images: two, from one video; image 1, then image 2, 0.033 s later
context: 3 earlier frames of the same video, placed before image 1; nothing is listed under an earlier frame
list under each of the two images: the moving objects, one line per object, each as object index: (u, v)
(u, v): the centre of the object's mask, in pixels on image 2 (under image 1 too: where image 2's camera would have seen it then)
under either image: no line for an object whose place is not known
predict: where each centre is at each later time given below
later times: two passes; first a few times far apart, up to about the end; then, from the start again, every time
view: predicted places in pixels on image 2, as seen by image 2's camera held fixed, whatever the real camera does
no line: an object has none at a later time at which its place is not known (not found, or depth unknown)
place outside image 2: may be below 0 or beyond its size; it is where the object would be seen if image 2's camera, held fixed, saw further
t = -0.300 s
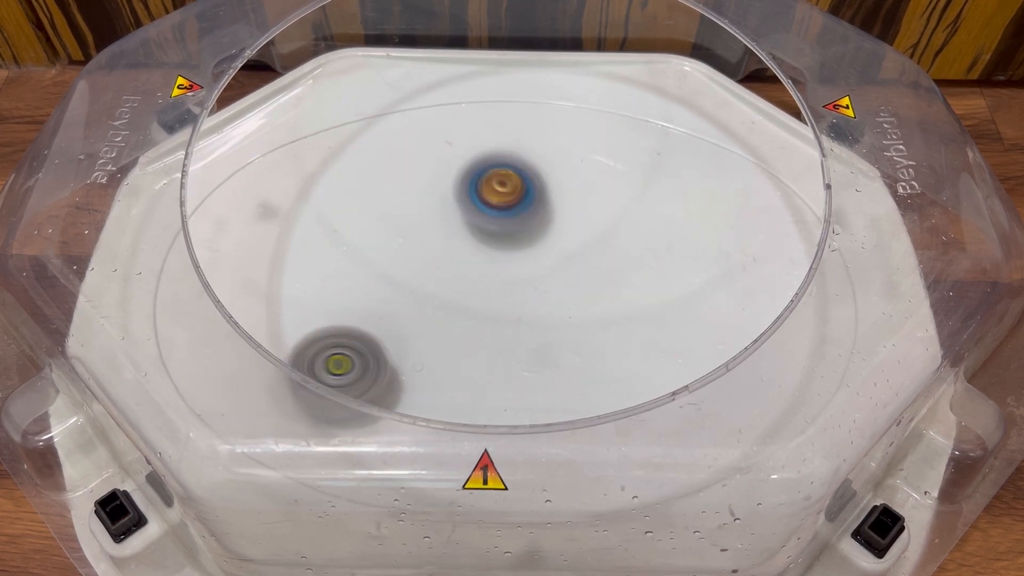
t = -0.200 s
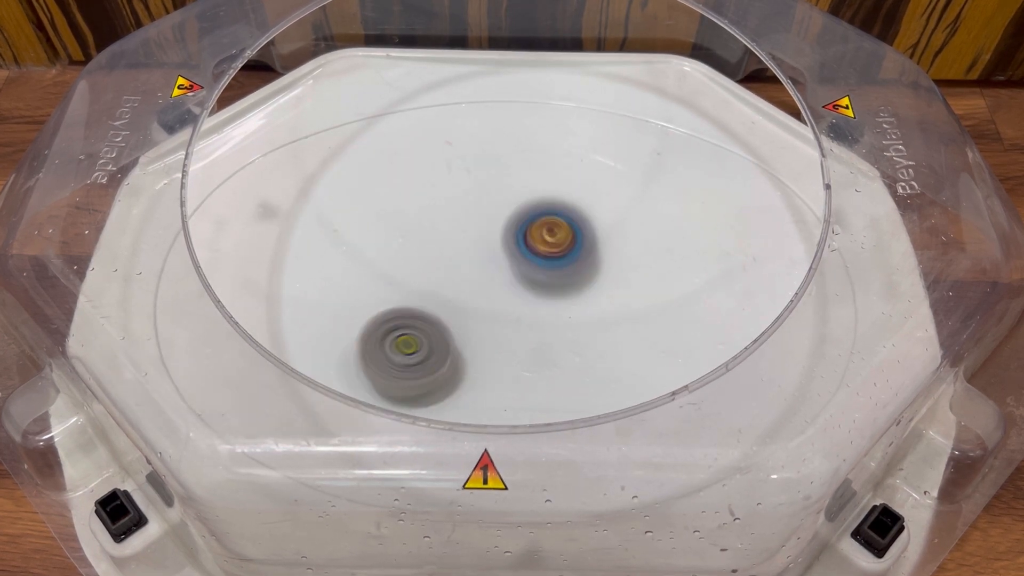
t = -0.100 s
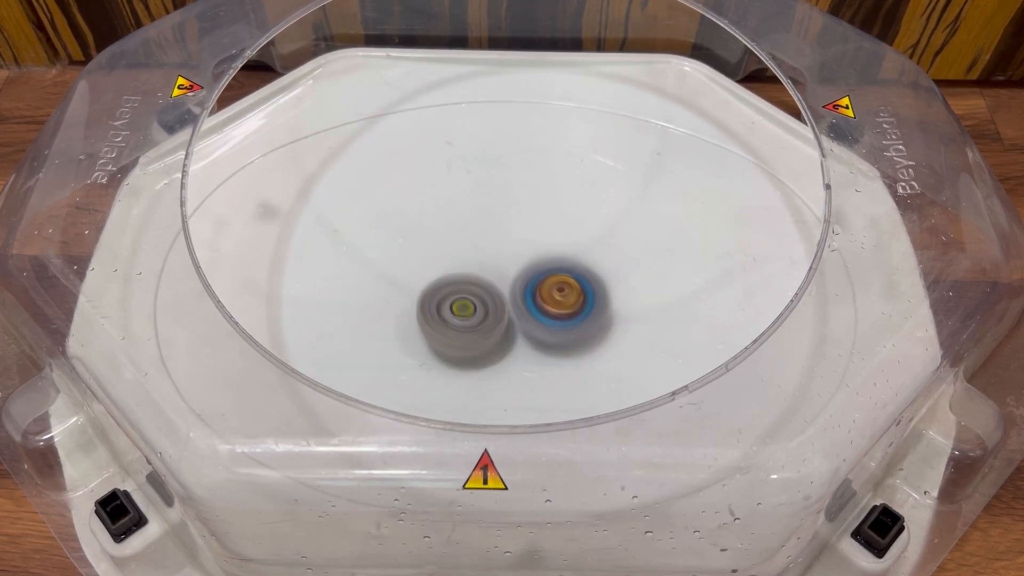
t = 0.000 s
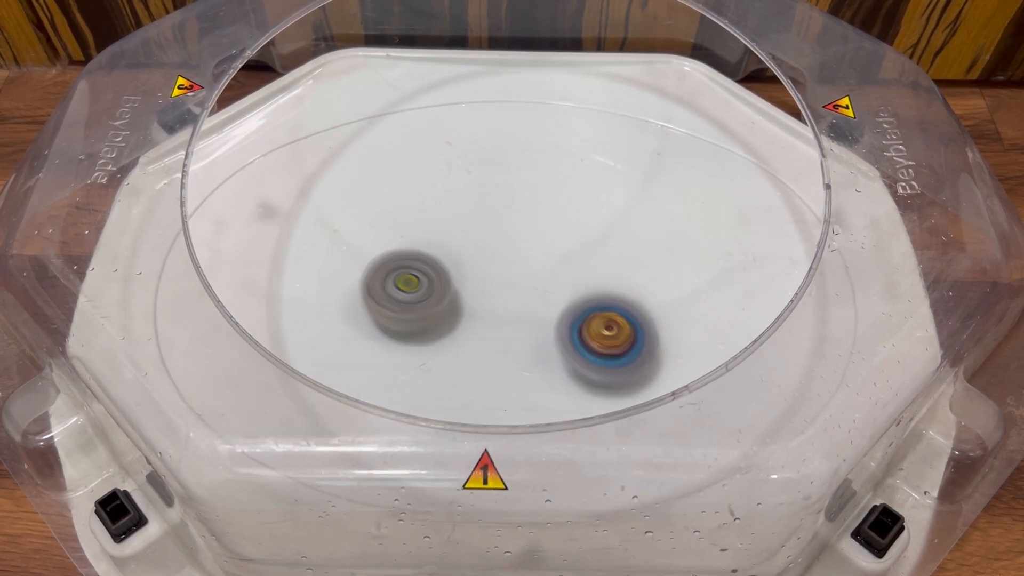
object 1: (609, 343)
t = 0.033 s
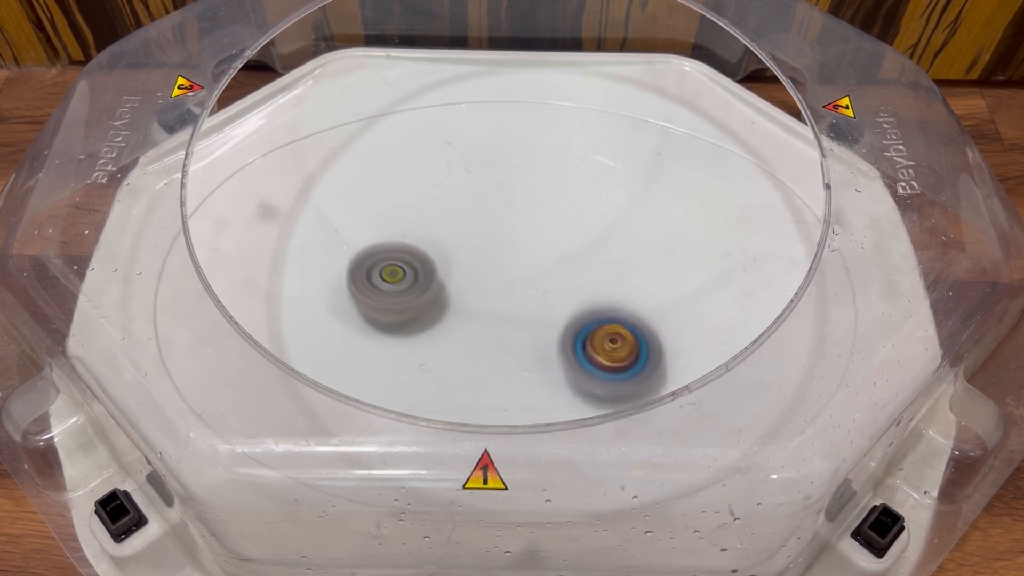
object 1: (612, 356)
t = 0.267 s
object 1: (493, 422)
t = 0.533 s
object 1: (315, 359)
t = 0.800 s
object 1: (432, 265)
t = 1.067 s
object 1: (634, 272)
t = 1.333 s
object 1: (783, 356)
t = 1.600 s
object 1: (689, 447)
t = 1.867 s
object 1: (522, 352)
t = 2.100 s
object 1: (560, 239)
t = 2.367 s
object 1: (722, 206)
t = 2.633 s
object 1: (829, 259)
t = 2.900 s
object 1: (753, 367)
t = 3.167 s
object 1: (649, 456)
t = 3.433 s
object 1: (454, 390)
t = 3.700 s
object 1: (398, 424)
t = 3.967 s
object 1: (383, 318)
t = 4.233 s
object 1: (507, 243)
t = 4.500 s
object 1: (655, 241)
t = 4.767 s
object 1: (789, 282)
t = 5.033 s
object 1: (738, 362)
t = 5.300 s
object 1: (582, 346)
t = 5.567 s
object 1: (494, 261)
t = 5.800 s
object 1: (525, 192)
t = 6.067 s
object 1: (631, 183)
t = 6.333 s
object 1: (611, 269)
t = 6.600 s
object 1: (503, 189)
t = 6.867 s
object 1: (507, 157)
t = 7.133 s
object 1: (482, 225)
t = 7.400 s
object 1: (373, 265)
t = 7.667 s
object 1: (262, 279)
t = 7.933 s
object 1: (169, 253)
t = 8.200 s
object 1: (226, 242)
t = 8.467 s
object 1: (252, 280)
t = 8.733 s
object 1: (297, 330)
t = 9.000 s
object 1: (367, 356)
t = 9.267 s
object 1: (474, 368)
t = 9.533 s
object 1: (577, 366)
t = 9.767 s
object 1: (629, 352)
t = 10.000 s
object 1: (656, 335)
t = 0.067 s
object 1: (610, 367)
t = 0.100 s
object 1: (601, 379)
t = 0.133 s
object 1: (587, 392)
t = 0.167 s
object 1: (568, 402)
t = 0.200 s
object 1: (545, 412)
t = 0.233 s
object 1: (521, 419)
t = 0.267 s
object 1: (493, 422)
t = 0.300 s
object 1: (463, 423)
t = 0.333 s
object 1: (435, 424)
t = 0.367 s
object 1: (408, 422)
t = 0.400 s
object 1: (381, 416)
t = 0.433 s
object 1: (358, 407)
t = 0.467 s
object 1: (339, 391)
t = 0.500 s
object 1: (324, 376)
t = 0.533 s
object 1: (315, 359)
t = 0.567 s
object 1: (309, 339)
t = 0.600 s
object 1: (303, 320)
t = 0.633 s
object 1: (313, 305)
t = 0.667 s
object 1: (335, 294)
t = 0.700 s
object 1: (357, 284)
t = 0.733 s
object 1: (381, 275)
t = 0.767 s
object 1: (407, 270)
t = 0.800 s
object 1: (432, 265)
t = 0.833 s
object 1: (458, 259)
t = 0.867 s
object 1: (483, 254)
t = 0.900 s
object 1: (510, 251)
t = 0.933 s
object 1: (536, 252)
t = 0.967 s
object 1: (562, 256)
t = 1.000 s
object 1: (587, 260)
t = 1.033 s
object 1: (611, 265)
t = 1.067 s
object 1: (634, 272)
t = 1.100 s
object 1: (658, 278)
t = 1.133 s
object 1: (682, 284)
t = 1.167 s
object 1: (705, 292)
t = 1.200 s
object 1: (725, 299)
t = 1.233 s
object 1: (744, 311)
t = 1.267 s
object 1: (759, 325)
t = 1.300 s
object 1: (772, 340)
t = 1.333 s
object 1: (783, 356)
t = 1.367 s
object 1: (786, 371)
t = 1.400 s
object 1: (786, 387)
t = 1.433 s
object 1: (781, 403)
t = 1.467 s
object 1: (769, 416)
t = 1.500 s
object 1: (756, 429)
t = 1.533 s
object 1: (737, 438)
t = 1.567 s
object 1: (714, 446)
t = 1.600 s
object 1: (689, 447)
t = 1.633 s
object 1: (663, 444)
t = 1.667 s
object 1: (635, 438)
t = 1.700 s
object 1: (610, 427)
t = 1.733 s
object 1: (587, 416)
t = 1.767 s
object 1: (567, 400)
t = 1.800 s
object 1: (548, 385)
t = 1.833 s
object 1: (534, 369)
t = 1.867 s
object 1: (522, 352)
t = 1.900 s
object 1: (514, 334)
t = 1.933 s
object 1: (511, 315)
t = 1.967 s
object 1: (512, 297)
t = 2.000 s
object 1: (517, 280)
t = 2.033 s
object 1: (526, 264)
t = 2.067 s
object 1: (539, 250)
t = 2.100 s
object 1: (560, 239)
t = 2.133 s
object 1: (582, 231)
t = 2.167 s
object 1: (601, 224)
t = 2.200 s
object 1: (621, 218)
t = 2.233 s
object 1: (641, 214)
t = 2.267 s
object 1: (661, 211)
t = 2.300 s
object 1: (682, 210)
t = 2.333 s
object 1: (702, 209)
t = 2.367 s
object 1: (722, 206)
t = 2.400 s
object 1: (743, 206)
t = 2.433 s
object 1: (763, 205)
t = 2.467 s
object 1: (782, 205)
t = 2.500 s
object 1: (800, 207)
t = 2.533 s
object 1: (820, 212)
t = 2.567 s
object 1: (832, 228)
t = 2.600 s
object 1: (831, 243)
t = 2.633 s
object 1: (829, 259)
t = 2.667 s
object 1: (831, 274)
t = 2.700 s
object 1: (825, 290)
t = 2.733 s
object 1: (816, 305)
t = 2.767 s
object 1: (801, 319)
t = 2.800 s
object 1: (781, 330)
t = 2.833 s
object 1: (757, 335)
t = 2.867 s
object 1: (744, 343)
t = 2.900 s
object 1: (753, 367)
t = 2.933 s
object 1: (759, 387)
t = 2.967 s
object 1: (757, 403)
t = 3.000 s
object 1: (750, 417)
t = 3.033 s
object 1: (736, 427)
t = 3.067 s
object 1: (718, 439)
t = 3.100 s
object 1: (697, 447)
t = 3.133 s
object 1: (675, 453)
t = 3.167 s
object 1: (649, 456)
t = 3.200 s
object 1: (622, 456)
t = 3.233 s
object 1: (595, 453)
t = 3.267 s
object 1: (568, 448)
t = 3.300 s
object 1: (544, 440)
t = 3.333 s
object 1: (522, 430)
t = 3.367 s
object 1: (497, 419)
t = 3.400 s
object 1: (471, 407)
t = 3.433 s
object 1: (454, 390)
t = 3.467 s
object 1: (437, 377)
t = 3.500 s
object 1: (432, 378)
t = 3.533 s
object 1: (430, 397)
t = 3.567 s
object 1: (430, 418)
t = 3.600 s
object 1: (428, 424)
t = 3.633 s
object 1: (422, 427)
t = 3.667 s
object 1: (412, 428)
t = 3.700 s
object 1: (398, 424)
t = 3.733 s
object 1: (386, 418)
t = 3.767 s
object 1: (371, 405)
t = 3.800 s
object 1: (362, 389)
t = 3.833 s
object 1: (359, 377)
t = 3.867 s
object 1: (361, 360)
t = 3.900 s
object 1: (365, 348)
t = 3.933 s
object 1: (374, 332)
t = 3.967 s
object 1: (383, 318)
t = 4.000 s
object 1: (395, 306)
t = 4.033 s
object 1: (409, 294)
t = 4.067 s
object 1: (423, 283)
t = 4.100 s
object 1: (439, 274)
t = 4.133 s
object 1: (455, 263)
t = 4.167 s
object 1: (471, 254)
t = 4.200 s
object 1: (489, 248)
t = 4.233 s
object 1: (507, 243)
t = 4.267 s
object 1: (524, 239)
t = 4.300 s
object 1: (543, 238)
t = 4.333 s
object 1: (562, 237)
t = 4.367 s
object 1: (580, 236)
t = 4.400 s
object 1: (599, 236)
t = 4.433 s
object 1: (618, 237)
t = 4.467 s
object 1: (635, 238)
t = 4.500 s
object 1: (655, 241)
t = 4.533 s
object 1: (674, 243)
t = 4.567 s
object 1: (693, 245)
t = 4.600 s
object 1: (711, 248)
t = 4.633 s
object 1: (730, 251)
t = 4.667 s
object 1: (748, 256)
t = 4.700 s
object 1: (762, 261)
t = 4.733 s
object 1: (776, 269)
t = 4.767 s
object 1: (789, 282)
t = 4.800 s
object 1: (798, 294)
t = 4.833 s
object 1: (801, 306)
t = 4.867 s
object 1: (802, 319)
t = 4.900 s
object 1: (798, 332)
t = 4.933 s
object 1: (789, 343)
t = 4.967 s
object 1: (774, 351)
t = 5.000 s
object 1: (756, 357)
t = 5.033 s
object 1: (738, 362)
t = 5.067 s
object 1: (718, 364)
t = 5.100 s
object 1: (697, 362)
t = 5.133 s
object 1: (677, 364)
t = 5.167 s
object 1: (656, 364)
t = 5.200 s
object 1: (637, 361)
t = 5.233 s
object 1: (618, 358)
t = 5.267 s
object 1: (600, 353)
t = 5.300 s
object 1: (582, 346)
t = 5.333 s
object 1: (565, 337)
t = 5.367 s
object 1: (551, 329)
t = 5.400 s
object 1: (537, 319)
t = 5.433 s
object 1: (525, 309)
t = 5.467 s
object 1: (513, 298)
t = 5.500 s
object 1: (505, 286)
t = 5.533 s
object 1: (498, 274)
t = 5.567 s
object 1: (494, 261)
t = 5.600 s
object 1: (494, 249)
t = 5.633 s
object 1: (495, 236)
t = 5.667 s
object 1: (498, 225)
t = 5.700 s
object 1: (500, 220)
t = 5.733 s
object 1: (507, 209)
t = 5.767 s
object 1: (516, 200)
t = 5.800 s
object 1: (525, 192)
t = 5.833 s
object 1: (536, 186)
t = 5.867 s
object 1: (548, 181)
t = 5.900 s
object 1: (561, 177)
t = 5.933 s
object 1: (575, 175)
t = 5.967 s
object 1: (590, 174)
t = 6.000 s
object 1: (605, 175)
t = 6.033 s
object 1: (618, 178)
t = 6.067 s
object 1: (631, 183)
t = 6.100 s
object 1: (640, 192)
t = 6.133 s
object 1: (646, 203)
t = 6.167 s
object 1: (646, 216)
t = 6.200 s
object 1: (644, 229)
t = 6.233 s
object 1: (639, 242)
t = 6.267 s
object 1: (633, 255)
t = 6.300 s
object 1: (624, 263)
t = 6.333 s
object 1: (611, 269)
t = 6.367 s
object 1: (588, 255)
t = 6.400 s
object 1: (566, 241)
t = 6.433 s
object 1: (546, 231)
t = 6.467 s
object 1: (531, 221)
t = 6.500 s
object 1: (520, 212)
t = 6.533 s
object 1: (512, 204)
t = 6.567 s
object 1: (507, 197)
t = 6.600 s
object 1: (503, 189)
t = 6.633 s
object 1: (500, 181)
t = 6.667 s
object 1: (498, 174)
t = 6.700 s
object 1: (497, 167)
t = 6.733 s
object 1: (497, 161)
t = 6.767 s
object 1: (499, 157)
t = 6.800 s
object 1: (501, 155)
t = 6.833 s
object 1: (504, 155)
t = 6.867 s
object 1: (507, 157)
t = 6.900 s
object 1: (509, 162)
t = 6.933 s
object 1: (510, 168)
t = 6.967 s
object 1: (511, 177)
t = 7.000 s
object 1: (509, 185)
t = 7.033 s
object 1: (504, 195)
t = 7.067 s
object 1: (499, 205)
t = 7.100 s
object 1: (491, 215)
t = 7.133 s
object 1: (482, 225)
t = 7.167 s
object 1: (472, 233)
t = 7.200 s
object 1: (461, 240)
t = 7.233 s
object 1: (449, 245)
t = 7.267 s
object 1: (434, 250)
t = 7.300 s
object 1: (420, 253)
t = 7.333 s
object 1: (404, 257)
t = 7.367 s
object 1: (388, 261)
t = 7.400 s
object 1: (373, 265)
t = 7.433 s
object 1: (358, 272)
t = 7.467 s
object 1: (343, 277)
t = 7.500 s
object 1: (329, 281)
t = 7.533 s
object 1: (316, 283)
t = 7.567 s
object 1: (302, 284)
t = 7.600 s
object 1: (290, 284)
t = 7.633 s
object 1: (276, 283)
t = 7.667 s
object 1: (262, 279)
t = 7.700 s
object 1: (243, 273)
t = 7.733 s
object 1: (230, 278)
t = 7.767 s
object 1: (212, 274)
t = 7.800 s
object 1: (197, 269)
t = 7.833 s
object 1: (186, 262)
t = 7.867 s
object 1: (185, 259)
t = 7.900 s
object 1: (175, 255)
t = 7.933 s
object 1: (169, 253)
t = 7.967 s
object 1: (168, 250)
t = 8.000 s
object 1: (170, 248)
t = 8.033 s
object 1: (172, 244)
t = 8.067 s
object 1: (179, 243)
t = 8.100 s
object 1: (187, 247)
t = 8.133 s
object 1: (201, 245)
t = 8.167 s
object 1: (213, 241)
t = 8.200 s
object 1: (226, 242)
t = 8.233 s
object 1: (223, 244)
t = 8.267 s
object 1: (223, 248)
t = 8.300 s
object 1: (230, 255)
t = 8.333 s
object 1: (232, 259)
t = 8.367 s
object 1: (236, 264)
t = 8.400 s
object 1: (239, 268)
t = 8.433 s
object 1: (245, 274)
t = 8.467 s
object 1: (252, 280)
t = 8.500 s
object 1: (258, 285)
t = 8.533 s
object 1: (264, 291)
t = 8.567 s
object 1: (269, 296)
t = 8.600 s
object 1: (274, 303)
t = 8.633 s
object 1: (279, 309)
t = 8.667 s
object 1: (289, 318)
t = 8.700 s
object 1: (295, 325)
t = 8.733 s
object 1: (297, 330)
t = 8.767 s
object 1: (303, 336)
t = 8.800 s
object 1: (307, 342)
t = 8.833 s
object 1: (313, 347)
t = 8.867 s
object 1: (321, 351)
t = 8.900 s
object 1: (330, 352)
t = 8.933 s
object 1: (342, 355)
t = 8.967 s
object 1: (352, 355)
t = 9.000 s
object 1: (367, 356)
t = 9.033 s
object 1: (380, 357)
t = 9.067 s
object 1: (395, 358)
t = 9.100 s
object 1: (410, 360)
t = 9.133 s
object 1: (423, 361)
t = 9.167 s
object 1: (437, 365)
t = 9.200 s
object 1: (450, 365)
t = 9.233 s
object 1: (464, 369)
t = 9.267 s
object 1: (474, 368)
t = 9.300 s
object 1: (489, 370)
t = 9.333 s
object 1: (502, 370)
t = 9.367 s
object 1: (516, 370)
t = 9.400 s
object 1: (528, 370)
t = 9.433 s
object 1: (540, 370)
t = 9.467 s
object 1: (552, 369)
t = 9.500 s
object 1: (564, 367)
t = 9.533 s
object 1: (577, 366)
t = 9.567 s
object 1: (588, 362)
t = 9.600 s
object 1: (599, 360)
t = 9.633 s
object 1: (609, 356)
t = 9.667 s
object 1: (622, 354)
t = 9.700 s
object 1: (622, 354)
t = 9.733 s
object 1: (625, 354)
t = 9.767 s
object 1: (629, 352)
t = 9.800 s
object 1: (636, 351)
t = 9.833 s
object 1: (642, 349)
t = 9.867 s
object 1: (648, 348)
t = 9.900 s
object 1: (651, 345)
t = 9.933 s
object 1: (654, 343)
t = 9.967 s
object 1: (656, 339)
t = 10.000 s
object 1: (656, 335)
